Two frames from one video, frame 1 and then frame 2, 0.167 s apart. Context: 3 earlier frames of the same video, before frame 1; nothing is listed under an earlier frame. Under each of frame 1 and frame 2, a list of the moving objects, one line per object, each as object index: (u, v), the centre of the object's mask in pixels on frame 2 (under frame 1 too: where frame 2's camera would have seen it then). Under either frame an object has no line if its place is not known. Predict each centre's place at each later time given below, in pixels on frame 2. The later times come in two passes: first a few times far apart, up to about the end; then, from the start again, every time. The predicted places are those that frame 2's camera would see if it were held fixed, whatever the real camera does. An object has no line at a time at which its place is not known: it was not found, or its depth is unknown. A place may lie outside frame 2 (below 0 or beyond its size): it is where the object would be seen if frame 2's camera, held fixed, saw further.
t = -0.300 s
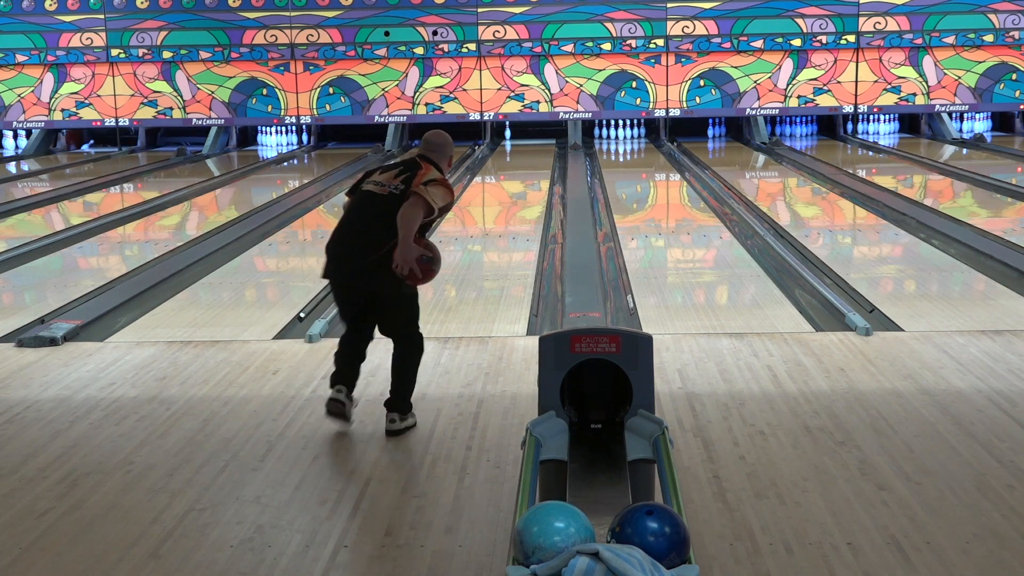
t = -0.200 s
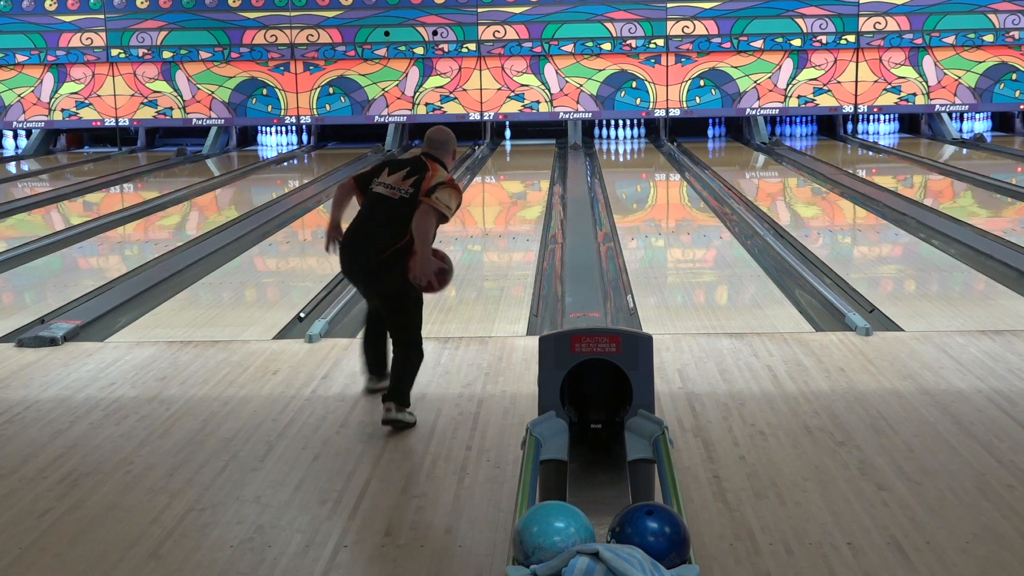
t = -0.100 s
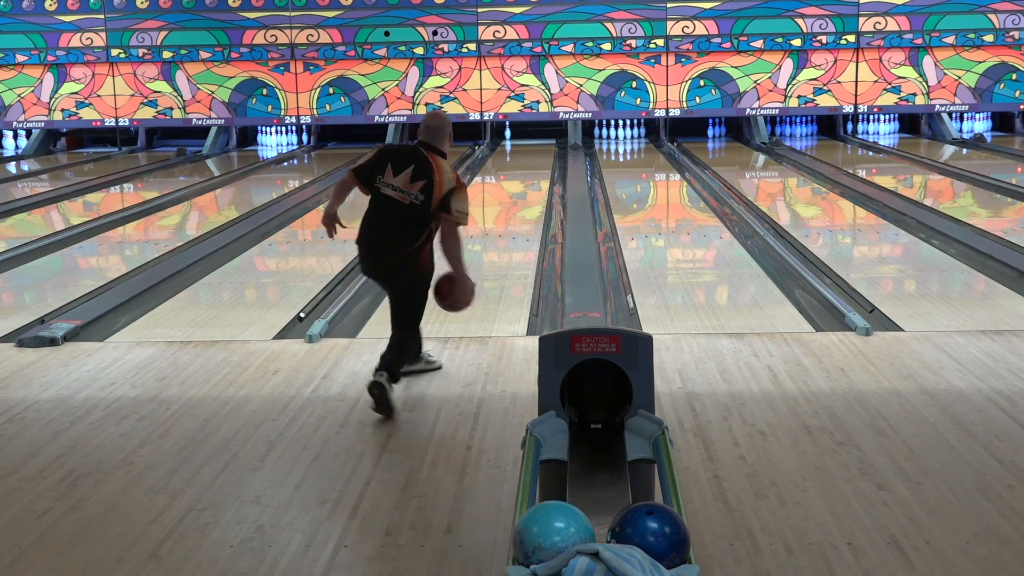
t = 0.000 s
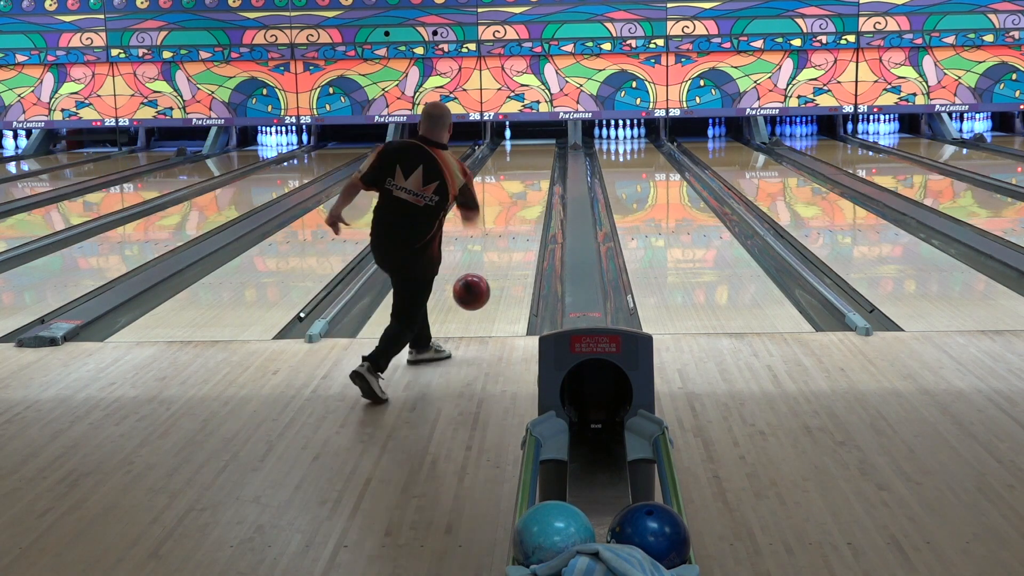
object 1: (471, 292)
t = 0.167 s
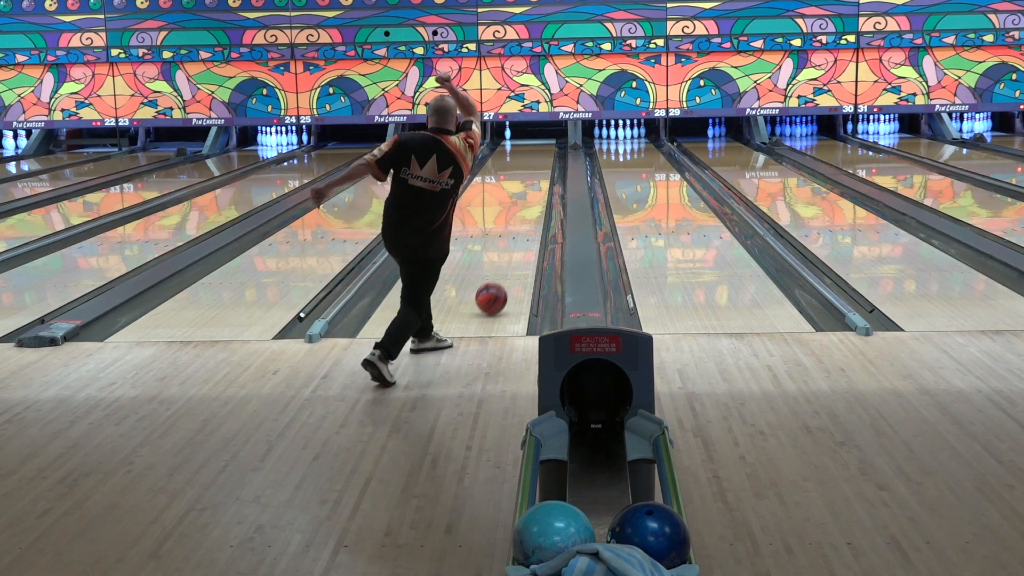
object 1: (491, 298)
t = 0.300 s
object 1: (502, 274)
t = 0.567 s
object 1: (517, 237)
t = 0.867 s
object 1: (527, 208)
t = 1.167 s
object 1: (531, 188)
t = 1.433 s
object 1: (532, 174)
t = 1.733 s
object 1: (533, 161)
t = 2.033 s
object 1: (531, 152)
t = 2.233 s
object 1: (527, 147)
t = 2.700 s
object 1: (512, 136)
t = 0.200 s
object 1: (494, 290)
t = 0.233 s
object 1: (497, 284)
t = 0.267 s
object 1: (500, 279)
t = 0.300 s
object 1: (502, 274)
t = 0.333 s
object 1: (504, 269)
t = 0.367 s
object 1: (506, 264)
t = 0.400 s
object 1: (509, 259)
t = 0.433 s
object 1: (510, 254)
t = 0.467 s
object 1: (512, 250)
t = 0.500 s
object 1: (514, 245)
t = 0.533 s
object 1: (516, 241)
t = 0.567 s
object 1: (517, 237)
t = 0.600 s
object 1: (518, 234)
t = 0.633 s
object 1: (520, 230)
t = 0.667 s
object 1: (521, 226)
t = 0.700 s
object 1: (522, 223)
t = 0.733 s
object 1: (523, 220)
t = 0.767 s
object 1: (524, 217)
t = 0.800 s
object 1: (525, 214)
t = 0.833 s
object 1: (526, 211)
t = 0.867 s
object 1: (527, 208)
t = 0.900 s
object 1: (527, 206)
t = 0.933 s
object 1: (528, 203)
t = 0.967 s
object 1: (528, 201)
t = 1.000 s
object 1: (529, 199)
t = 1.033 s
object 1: (529, 196)
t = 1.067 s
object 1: (530, 194)
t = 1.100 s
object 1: (530, 192)
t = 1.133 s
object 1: (531, 190)
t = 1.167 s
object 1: (531, 188)
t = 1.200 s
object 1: (531, 186)
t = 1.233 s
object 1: (532, 184)
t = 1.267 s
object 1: (532, 182)
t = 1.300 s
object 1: (532, 180)
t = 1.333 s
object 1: (532, 179)
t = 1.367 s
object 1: (532, 177)
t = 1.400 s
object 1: (532, 175)
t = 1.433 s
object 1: (532, 174)
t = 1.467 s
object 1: (533, 172)
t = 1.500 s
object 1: (533, 171)
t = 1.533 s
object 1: (533, 169)
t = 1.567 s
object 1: (533, 168)
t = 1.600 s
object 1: (533, 167)
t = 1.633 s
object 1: (533, 165)
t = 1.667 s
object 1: (532, 164)
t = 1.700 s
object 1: (533, 163)
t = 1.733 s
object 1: (533, 161)
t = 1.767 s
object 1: (532, 160)
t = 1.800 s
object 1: (532, 159)
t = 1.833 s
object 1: (532, 158)
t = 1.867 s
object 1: (532, 157)
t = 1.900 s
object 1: (532, 156)
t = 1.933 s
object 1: (532, 155)
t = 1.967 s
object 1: (531, 154)
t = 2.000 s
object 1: (531, 153)
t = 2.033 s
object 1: (531, 152)
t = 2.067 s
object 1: (530, 151)
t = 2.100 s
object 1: (530, 151)
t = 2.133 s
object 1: (529, 149)
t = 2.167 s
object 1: (529, 148)
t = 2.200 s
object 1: (528, 147)
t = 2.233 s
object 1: (527, 147)
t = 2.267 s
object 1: (526, 146)
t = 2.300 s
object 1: (525, 145)
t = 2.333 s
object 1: (525, 144)
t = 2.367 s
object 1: (524, 143)
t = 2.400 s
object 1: (523, 142)
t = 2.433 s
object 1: (522, 142)
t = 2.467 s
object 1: (520, 141)
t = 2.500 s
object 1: (519, 140)
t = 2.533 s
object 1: (518, 140)
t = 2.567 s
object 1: (517, 139)
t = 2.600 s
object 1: (516, 138)
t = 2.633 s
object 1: (515, 138)
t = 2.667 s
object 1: (513, 137)
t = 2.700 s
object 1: (512, 136)
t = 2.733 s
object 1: (510, 136)
